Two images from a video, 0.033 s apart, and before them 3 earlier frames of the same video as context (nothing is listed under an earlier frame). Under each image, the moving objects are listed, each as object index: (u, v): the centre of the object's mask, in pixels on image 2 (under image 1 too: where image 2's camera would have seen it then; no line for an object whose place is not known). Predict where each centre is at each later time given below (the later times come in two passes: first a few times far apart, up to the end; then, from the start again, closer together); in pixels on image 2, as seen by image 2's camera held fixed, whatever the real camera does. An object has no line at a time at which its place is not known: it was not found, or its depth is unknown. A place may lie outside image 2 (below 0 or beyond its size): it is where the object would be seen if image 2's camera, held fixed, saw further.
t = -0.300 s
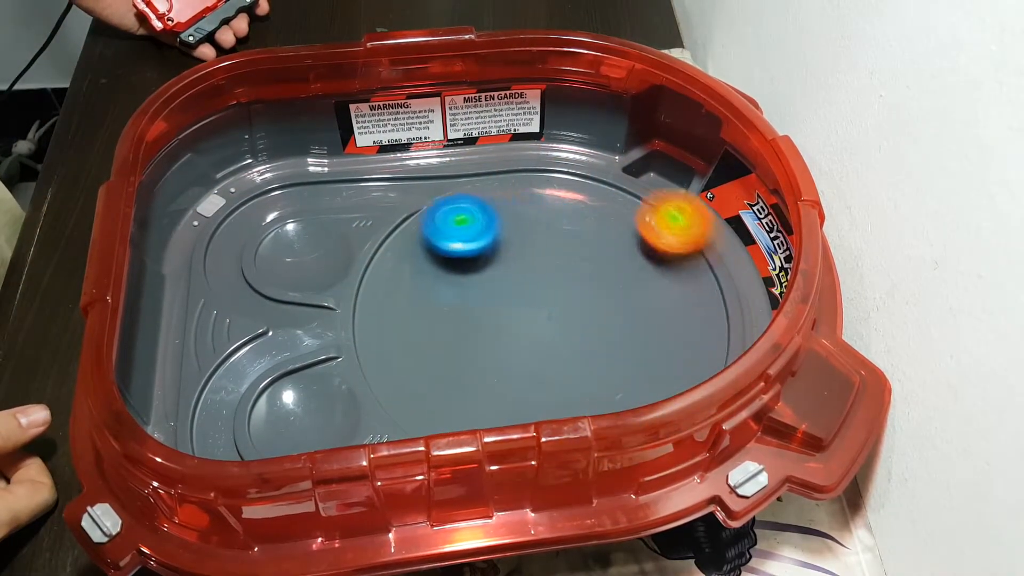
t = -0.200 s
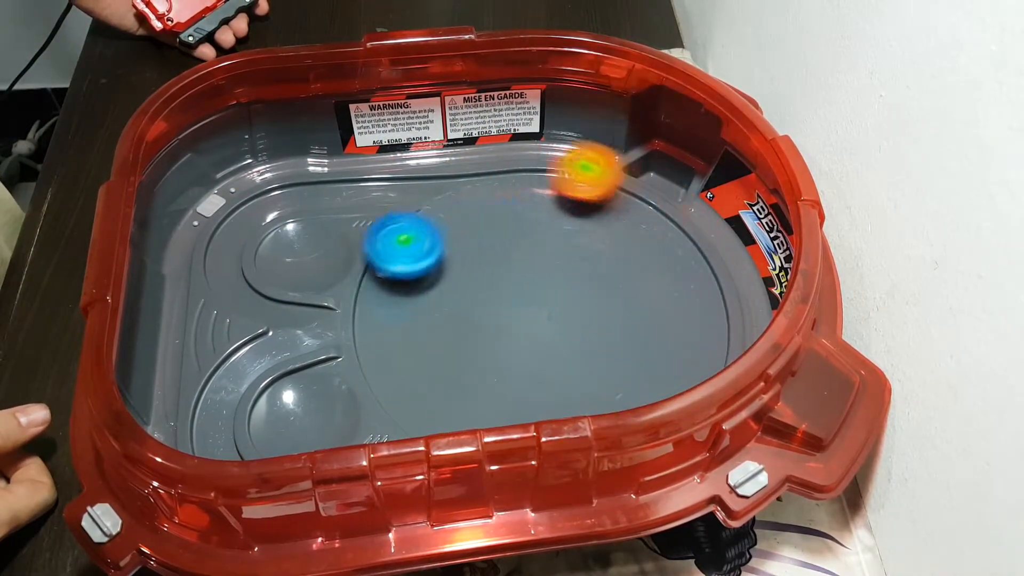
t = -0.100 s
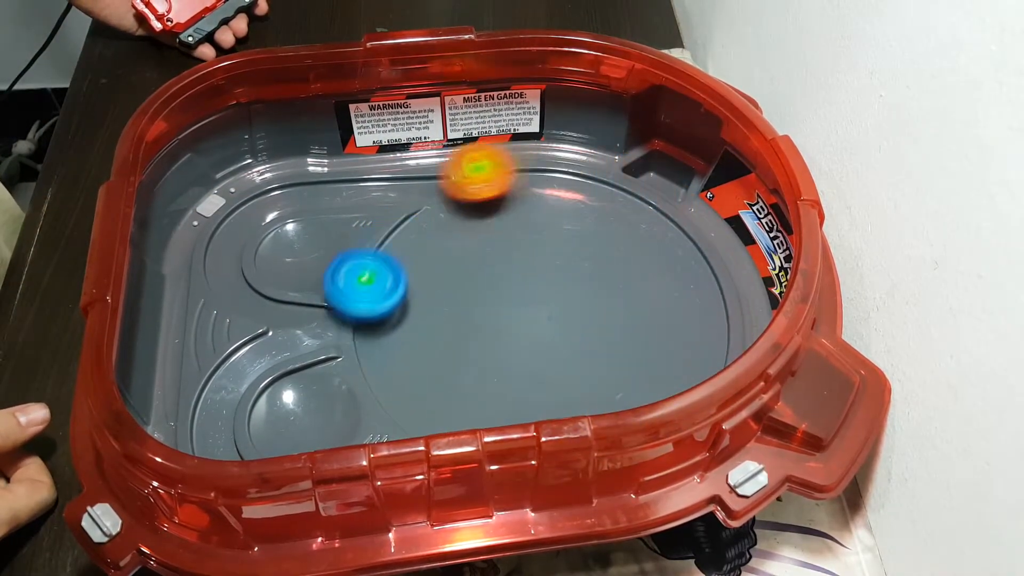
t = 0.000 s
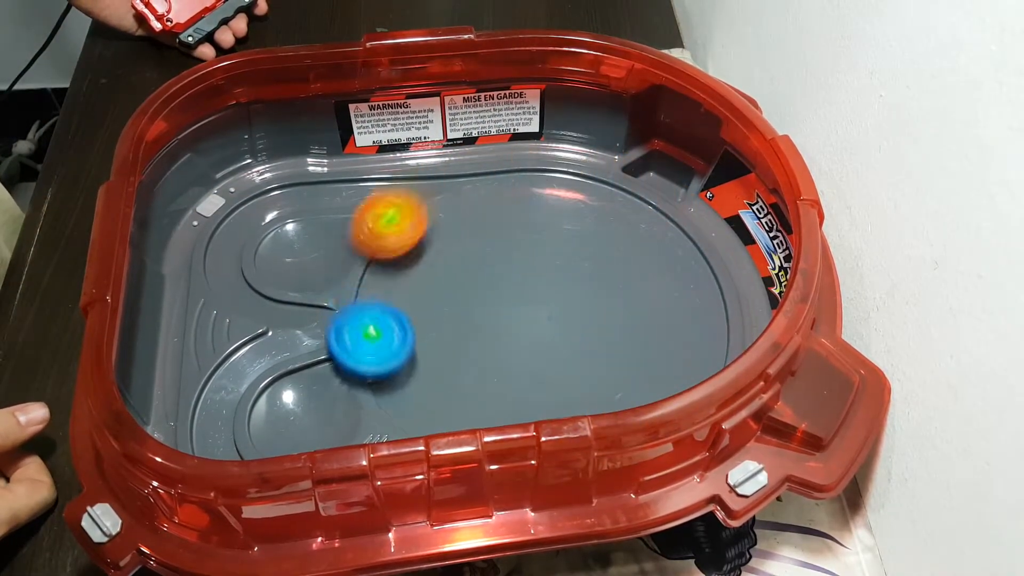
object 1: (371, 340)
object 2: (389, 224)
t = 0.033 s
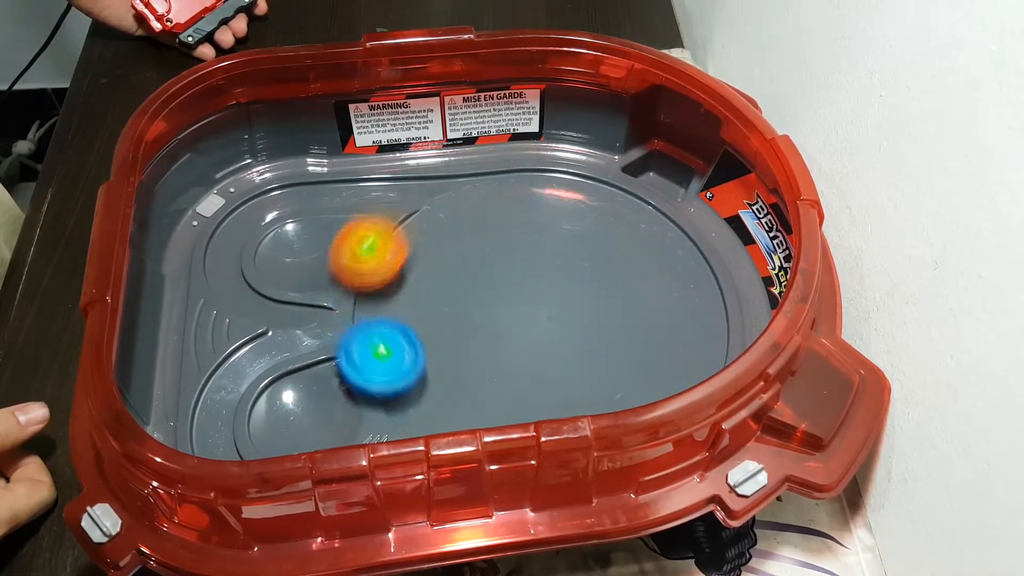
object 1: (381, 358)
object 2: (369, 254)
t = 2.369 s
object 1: (528, 363)
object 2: (590, 208)
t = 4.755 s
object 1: (525, 337)
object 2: (560, 234)
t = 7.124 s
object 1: (526, 336)
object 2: (580, 243)
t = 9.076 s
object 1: (470, 273)
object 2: (532, 395)
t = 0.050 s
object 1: (387, 366)
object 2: (363, 271)
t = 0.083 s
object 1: (403, 381)
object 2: (360, 309)
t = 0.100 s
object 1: (415, 391)
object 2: (361, 327)
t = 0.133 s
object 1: (439, 403)
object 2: (370, 355)
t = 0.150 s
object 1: (452, 407)
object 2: (380, 368)
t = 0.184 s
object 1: (482, 410)
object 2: (399, 386)
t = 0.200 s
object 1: (510, 414)
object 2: (402, 385)
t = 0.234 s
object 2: (412, 378)
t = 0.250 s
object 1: (603, 410)
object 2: (420, 373)
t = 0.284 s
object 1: (635, 399)
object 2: (439, 366)
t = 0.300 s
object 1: (655, 391)
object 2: (450, 363)
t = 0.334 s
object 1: (686, 372)
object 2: (472, 353)
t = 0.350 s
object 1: (695, 363)
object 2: (483, 348)
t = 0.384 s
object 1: (712, 342)
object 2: (503, 335)
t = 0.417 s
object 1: (721, 320)
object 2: (521, 318)
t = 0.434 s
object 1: (722, 308)
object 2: (529, 311)
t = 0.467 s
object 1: (716, 284)
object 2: (542, 292)
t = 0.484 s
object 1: (713, 274)
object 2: (547, 283)
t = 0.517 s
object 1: (704, 255)
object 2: (554, 265)
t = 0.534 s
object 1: (699, 246)
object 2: (557, 256)
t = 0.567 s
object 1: (687, 234)
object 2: (559, 239)
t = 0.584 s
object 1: (679, 229)
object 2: (558, 232)
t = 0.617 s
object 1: (663, 223)
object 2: (555, 214)
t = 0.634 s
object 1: (654, 221)
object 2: (551, 207)
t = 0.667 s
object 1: (637, 221)
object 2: (542, 189)
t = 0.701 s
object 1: (617, 223)
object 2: (530, 177)
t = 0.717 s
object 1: (608, 225)
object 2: (524, 171)
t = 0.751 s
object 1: (589, 231)
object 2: (509, 162)
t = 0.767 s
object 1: (580, 234)
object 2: (503, 162)
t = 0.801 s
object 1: (562, 243)
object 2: (487, 173)
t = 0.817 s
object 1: (553, 247)
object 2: (480, 178)
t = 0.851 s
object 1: (537, 259)
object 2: (465, 189)
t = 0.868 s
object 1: (529, 265)
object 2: (458, 195)
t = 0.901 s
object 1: (515, 277)
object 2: (444, 206)
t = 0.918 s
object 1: (509, 284)
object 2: (439, 212)
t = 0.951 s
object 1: (497, 298)
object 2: (432, 230)
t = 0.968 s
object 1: (492, 304)
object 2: (431, 240)
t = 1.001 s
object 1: (482, 319)
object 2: (433, 261)
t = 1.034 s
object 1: (481, 344)
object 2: (435, 272)
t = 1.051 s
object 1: (483, 357)
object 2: (436, 275)
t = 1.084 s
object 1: (486, 382)
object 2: (441, 281)
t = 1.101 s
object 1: (489, 392)
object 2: (446, 285)
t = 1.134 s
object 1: (494, 401)
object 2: (460, 292)
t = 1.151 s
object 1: (497, 406)
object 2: (468, 295)
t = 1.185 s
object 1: (505, 412)
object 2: (486, 298)
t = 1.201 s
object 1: (508, 413)
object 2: (495, 298)
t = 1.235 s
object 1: (516, 418)
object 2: (514, 296)
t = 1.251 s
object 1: (521, 420)
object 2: (523, 294)
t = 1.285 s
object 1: (531, 421)
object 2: (540, 287)
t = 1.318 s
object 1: (541, 416)
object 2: (555, 278)
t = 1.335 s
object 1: (544, 414)
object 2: (561, 272)
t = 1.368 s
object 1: (549, 408)
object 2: (571, 261)
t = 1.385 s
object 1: (552, 404)
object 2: (574, 254)
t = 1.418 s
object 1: (556, 399)
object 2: (578, 242)
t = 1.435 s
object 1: (557, 395)
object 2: (578, 236)
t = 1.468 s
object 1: (559, 389)
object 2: (576, 223)
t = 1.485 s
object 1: (559, 384)
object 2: (573, 217)
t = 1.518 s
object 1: (557, 374)
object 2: (564, 206)
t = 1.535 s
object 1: (554, 370)
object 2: (558, 200)
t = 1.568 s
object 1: (547, 361)
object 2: (543, 193)
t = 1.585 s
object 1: (542, 357)
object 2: (534, 191)
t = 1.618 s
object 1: (532, 351)
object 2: (516, 191)
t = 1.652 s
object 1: (519, 345)
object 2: (499, 197)
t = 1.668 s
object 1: (513, 343)
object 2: (491, 202)
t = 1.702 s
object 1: (498, 339)
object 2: (475, 216)
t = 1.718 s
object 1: (491, 338)
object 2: (469, 224)
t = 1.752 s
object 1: (477, 336)
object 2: (461, 244)
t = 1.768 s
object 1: (469, 335)
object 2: (459, 254)
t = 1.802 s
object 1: (454, 341)
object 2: (459, 270)
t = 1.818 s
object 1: (447, 348)
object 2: (461, 273)
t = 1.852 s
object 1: (436, 361)
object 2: (469, 281)
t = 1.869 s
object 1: (432, 366)
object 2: (474, 286)
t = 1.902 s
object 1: (427, 378)
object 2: (488, 296)
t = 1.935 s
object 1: (424, 388)
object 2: (506, 304)
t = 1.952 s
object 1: (423, 394)
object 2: (515, 307)
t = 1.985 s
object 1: (422, 402)
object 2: (536, 312)
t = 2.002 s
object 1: (423, 405)
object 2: (546, 313)
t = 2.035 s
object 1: (427, 409)
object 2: (567, 312)
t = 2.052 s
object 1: (429, 411)
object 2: (577, 311)
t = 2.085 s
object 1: (439, 414)
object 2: (595, 306)
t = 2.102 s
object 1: (443, 414)
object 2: (604, 302)
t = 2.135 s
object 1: (457, 414)
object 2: (619, 293)
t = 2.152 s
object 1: (465, 413)
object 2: (624, 288)
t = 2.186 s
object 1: (480, 410)
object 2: (634, 275)
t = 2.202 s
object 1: (486, 408)
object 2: (636, 267)
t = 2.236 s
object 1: (498, 402)
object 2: (637, 253)
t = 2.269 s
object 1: (511, 396)
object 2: (633, 239)
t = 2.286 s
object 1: (515, 393)
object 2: (629, 232)
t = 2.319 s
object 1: (523, 384)
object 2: (617, 219)
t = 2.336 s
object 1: (525, 379)
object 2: (609, 215)
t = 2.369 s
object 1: (528, 363)
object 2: (590, 208)
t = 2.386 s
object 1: (529, 354)
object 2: (579, 207)
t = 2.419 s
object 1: (529, 340)
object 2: (558, 208)
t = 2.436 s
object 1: (528, 332)
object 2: (547, 210)
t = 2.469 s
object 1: (526, 318)
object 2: (526, 218)
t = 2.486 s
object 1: (524, 310)
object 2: (516, 224)
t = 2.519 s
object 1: (521, 301)
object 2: (500, 232)
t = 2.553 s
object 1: (520, 317)
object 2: (483, 220)
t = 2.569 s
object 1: (520, 325)
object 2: (476, 215)
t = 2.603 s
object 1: (521, 338)
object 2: (460, 207)
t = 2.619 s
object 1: (523, 343)
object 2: (453, 205)
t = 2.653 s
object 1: (528, 351)
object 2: (439, 206)
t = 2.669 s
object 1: (532, 354)
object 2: (432, 208)
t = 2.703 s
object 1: (541, 359)
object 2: (419, 217)
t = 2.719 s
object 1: (545, 361)
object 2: (413, 224)
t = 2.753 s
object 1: (555, 363)
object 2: (403, 240)
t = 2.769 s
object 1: (560, 363)
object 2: (398, 249)
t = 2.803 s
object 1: (571, 361)
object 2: (394, 269)
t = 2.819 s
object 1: (574, 359)
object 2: (394, 280)
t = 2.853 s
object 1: (582, 353)
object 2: (397, 301)
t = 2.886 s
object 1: (586, 345)
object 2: (405, 321)
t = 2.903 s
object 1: (587, 341)
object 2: (411, 331)
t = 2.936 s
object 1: (587, 332)
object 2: (427, 350)
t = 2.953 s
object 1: (585, 328)
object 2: (436, 358)
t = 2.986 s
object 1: (581, 319)
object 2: (456, 372)
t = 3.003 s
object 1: (577, 316)
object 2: (468, 377)
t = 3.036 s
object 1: (569, 308)
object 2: (491, 386)
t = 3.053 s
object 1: (564, 305)
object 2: (504, 389)
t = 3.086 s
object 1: (554, 301)
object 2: (530, 391)
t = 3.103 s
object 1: (549, 299)
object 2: (542, 391)
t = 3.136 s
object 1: (539, 295)
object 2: (568, 388)
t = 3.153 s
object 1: (533, 294)
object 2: (580, 386)
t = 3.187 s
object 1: (522, 292)
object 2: (602, 380)
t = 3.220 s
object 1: (511, 292)
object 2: (624, 372)
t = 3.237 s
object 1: (505, 293)
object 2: (634, 366)
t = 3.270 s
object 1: (495, 293)
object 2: (650, 352)
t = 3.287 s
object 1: (489, 294)
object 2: (657, 344)
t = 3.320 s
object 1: (480, 296)
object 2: (667, 327)
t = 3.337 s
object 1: (474, 298)
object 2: (670, 318)
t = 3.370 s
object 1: (466, 303)
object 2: (674, 300)
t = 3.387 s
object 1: (462, 306)
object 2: (674, 291)
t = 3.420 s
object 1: (457, 312)
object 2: (670, 273)
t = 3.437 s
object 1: (454, 316)
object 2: (667, 265)
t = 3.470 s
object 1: (451, 323)
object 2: (657, 249)
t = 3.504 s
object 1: (450, 332)
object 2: (643, 234)
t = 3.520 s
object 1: (451, 336)
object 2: (636, 228)
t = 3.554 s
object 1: (455, 343)
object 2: (618, 218)
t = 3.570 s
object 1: (458, 347)
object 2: (609, 214)
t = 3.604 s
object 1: (466, 353)
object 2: (589, 209)
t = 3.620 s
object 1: (471, 355)
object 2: (576, 207)
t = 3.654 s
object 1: (481, 358)
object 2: (554, 206)
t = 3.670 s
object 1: (487, 359)
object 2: (542, 206)
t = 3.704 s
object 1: (498, 358)
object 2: (520, 210)
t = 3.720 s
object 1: (504, 358)
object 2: (510, 212)
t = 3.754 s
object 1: (515, 354)
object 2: (491, 220)
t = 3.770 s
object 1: (521, 351)
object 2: (481, 225)
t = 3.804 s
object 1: (529, 345)
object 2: (463, 237)
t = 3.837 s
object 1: (535, 338)
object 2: (447, 251)
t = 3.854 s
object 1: (538, 333)
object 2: (441, 257)
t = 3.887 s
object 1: (542, 325)
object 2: (430, 274)
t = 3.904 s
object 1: (544, 321)
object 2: (425, 283)
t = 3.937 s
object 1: (546, 312)
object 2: (419, 302)
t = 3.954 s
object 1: (547, 307)
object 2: (417, 311)
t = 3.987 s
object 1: (548, 298)
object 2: (416, 331)
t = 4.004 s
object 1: (548, 294)
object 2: (417, 340)
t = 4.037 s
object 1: (546, 285)
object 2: (422, 360)
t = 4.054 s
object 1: (544, 281)
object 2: (426, 368)
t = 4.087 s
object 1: (542, 272)
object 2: (437, 386)
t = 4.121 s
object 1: (537, 266)
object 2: (451, 399)
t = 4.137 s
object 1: (534, 262)
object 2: (458, 402)
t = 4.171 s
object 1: (527, 256)
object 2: (475, 408)
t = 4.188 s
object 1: (522, 254)
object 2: (486, 409)
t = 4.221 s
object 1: (514, 249)
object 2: (510, 412)
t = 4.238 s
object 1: (509, 248)
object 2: (523, 412)
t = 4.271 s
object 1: (500, 246)
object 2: (546, 411)
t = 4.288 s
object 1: (495, 247)
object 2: (560, 409)
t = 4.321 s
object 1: (486, 249)
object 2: (584, 404)
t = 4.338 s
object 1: (482, 251)
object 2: (594, 402)
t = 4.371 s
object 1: (474, 256)
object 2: (613, 395)
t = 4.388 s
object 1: (472, 259)
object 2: (620, 391)
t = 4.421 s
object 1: (467, 268)
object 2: (634, 381)
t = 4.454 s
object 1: (465, 276)
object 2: (644, 370)
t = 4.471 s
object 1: (465, 280)
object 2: (647, 363)
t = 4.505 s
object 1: (466, 290)
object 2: (650, 345)
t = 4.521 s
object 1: (467, 295)
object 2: (649, 335)
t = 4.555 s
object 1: (472, 304)
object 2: (644, 316)
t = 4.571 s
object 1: (475, 308)
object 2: (641, 308)
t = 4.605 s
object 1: (483, 316)
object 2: (631, 290)
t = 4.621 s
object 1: (486, 318)
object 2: (625, 281)
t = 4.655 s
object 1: (495, 325)
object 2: (611, 268)
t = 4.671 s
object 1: (500, 328)
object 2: (604, 260)
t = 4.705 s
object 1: (509, 332)
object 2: (587, 248)
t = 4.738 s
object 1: (520, 336)
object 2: (569, 238)
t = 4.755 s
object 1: (525, 337)
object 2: (560, 234)
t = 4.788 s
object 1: (535, 339)
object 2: (540, 227)
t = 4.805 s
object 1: (541, 340)
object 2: (530, 224)
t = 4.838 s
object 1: (551, 341)
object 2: (509, 220)
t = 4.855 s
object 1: (557, 341)
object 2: (499, 219)
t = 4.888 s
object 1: (567, 339)
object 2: (480, 219)
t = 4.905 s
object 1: (572, 338)
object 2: (468, 219)
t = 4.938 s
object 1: (582, 334)
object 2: (449, 223)
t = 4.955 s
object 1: (586, 332)
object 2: (439, 225)
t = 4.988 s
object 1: (593, 326)
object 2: (421, 232)
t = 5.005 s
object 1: (596, 324)
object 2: (412, 236)
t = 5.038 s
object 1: (601, 316)
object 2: (397, 246)
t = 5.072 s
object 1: (604, 308)
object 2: (383, 261)
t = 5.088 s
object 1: (603, 305)
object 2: (378, 268)
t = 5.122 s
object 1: (602, 297)
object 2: (373, 285)
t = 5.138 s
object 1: (601, 293)
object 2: (373, 294)
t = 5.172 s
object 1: (595, 285)
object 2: (376, 314)
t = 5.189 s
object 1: (593, 282)
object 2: (379, 322)
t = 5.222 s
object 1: (584, 277)
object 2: (388, 341)
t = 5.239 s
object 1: (579, 275)
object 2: (395, 348)
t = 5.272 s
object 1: (570, 272)
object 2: (411, 364)
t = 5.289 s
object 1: (564, 271)
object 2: (420, 371)
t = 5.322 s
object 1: (553, 271)
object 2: (441, 383)
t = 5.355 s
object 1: (543, 272)
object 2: (464, 391)
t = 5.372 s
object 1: (537, 272)
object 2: (475, 392)
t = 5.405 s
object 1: (528, 275)
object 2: (498, 394)
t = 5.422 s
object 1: (523, 276)
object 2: (510, 393)
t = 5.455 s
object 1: (513, 280)
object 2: (534, 391)
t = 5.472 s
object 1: (509, 282)
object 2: (546, 389)
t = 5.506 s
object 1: (500, 287)
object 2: (568, 383)
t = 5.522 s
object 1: (496, 290)
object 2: (578, 379)
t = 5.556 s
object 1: (489, 296)
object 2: (597, 368)
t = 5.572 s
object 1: (486, 299)
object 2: (606, 362)
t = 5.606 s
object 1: (480, 306)
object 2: (620, 348)
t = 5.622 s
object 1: (477, 310)
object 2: (626, 340)
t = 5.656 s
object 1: (473, 317)
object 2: (636, 324)
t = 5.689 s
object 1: (471, 325)
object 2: (642, 307)
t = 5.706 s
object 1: (470, 329)
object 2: (644, 299)
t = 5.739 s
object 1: (469, 337)
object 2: (645, 282)
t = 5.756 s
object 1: (470, 342)
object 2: (644, 273)
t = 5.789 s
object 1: (472, 349)
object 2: (640, 257)
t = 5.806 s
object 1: (474, 353)
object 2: (636, 249)
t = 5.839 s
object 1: (479, 360)
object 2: (627, 233)
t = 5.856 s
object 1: (483, 363)
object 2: (621, 227)
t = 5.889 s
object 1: (490, 368)
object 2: (608, 214)
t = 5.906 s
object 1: (495, 370)
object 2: (601, 210)
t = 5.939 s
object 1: (504, 372)
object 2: (583, 202)
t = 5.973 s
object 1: (515, 373)
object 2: (563, 196)
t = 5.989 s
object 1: (520, 372)
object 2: (554, 194)
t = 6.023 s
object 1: (529, 369)
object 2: (532, 193)
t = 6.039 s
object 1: (534, 367)
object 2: (523, 194)
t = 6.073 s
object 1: (542, 362)
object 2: (504, 198)
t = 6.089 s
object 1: (545, 358)
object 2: (495, 201)
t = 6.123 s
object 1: (551, 350)
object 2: (478, 210)
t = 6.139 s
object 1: (553, 346)
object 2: (470, 214)
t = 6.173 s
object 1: (555, 338)
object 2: (454, 227)
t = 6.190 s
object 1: (556, 333)
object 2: (448, 234)
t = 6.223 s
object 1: (556, 324)
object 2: (438, 249)
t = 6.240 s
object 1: (556, 320)
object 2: (433, 257)
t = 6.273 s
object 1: (554, 311)
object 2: (427, 274)
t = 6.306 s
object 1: (551, 302)
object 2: (424, 292)
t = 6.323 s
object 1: (550, 299)
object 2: (424, 300)
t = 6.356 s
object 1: (545, 290)
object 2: (425, 318)
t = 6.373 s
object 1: (543, 287)
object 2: (428, 328)
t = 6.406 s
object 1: (536, 280)
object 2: (434, 345)
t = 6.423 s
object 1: (534, 276)
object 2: (439, 354)
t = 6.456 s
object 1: (527, 270)
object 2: (450, 370)
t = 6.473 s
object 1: (523, 267)
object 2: (457, 378)
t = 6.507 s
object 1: (515, 263)
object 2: (473, 391)
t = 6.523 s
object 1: (510, 261)
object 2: (481, 395)
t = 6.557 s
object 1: (501, 258)
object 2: (498, 400)
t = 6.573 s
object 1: (497, 257)
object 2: (508, 402)
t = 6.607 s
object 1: (487, 257)
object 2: (530, 403)
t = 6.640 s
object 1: (478, 259)
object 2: (552, 403)
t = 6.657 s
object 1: (474, 260)
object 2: (564, 402)
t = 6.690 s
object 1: (467, 264)
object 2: (587, 399)
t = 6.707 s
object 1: (464, 267)
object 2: (598, 396)
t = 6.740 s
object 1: (458, 272)
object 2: (618, 390)
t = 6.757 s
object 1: (456, 276)
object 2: (627, 386)
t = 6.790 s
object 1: (455, 285)
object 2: (642, 378)
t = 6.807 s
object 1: (455, 289)
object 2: (648, 372)
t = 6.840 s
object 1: (456, 297)
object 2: (657, 360)
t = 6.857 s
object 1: (458, 300)
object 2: (660, 352)
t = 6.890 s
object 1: (464, 308)
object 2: (661, 335)
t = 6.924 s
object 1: (471, 315)
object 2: (659, 317)
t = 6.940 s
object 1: (474, 318)
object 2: (656, 309)
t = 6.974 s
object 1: (482, 324)
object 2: (647, 293)
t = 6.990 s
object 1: (487, 326)
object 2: (642, 286)
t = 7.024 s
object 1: (496, 330)
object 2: (629, 271)
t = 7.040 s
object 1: (502, 332)
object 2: (622, 265)
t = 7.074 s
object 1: (512, 334)
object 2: (606, 255)
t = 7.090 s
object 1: (516, 334)
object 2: (597, 250)
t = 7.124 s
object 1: (526, 336)
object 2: (580, 243)
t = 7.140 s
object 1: (532, 336)
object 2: (570, 239)
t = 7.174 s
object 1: (541, 335)
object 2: (551, 234)
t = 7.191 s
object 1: (546, 335)
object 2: (541, 232)
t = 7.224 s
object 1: (555, 333)
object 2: (522, 230)
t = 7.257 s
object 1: (564, 330)
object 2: (502, 230)
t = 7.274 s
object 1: (568, 328)
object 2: (492, 231)
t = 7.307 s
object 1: (576, 324)
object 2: (473, 233)
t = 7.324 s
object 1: (579, 322)
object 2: (464, 235)
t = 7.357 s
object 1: (585, 316)
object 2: (446, 240)
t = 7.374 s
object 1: (587, 313)
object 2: (437, 244)
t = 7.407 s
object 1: (591, 306)
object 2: (422, 252)
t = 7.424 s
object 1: (592, 303)
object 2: (415, 257)
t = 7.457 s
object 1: (593, 296)
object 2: (402, 269)
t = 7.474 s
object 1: (592, 293)
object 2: (397, 276)
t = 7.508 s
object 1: (589, 285)
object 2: (388, 290)
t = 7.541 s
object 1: (584, 279)
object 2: (382, 306)
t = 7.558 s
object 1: (581, 276)
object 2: (381, 314)
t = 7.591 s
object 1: (574, 272)
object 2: (382, 331)
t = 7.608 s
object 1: (569, 271)
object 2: (384, 339)
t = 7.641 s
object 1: (561, 268)
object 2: (392, 356)
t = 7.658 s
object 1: (557, 268)
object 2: (397, 364)
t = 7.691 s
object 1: (547, 268)
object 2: (410, 377)
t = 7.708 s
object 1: (542, 268)
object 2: (419, 383)
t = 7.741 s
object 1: (532, 270)
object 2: (438, 393)
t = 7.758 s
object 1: (528, 272)
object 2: (448, 396)
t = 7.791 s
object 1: (519, 275)
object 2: (469, 400)
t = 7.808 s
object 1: (515, 277)
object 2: (480, 400)
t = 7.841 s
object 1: (508, 282)
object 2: (502, 399)
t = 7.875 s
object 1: (501, 287)
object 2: (525, 396)
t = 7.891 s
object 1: (498, 290)
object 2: (536, 394)
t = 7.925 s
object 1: (492, 296)
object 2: (556, 389)
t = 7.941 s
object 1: (490, 300)
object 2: (565, 385)
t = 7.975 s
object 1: (485, 307)
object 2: (582, 376)
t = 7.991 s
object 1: (484, 310)
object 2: (589, 370)
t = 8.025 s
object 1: (482, 318)
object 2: (602, 357)
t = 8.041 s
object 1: (480, 321)
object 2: (607, 350)
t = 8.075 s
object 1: (480, 329)
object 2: (616, 334)
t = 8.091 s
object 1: (480, 333)
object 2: (619, 327)
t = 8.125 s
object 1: (482, 340)
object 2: (623, 311)
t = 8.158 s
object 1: (484, 347)
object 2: (625, 295)
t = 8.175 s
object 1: (486, 350)
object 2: (624, 287)
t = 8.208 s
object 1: (491, 356)
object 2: (622, 272)
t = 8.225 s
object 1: (494, 359)
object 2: (620, 264)
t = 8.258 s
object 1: (502, 363)
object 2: (613, 249)
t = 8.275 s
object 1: (506, 365)
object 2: (610, 242)
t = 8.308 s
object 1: (514, 367)
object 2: (600, 230)
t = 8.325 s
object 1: (519, 367)
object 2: (594, 224)
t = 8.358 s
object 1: (527, 366)
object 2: (581, 214)
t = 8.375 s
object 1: (533, 365)
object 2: (574, 210)
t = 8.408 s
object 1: (540, 361)
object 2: (558, 202)
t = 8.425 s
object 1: (544, 358)
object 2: (549, 200)
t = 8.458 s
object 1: (550, 352)
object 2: (531, 197)
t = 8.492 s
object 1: (554, 346)
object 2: (513, 196)
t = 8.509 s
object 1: (555, 342)
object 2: (505, 197)
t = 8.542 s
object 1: (557, 334)
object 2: (488, 201)
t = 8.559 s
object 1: (557, 330)
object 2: (480, 205)
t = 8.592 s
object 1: (556, 322)
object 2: (464, 212)
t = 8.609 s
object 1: (556, 318)
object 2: (457, 217)
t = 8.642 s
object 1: (553, 310)
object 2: (445, 229)
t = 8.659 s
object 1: (552, 306)
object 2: (439, 235)
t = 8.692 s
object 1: (548, 300)
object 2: (431, 249)
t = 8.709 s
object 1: (545, 296)
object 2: (428, 257)
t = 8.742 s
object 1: (541, 289)
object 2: (425, 274)
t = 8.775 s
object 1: (535, 284)
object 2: (424, 290)
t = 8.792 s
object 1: (532, 281)
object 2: (425, 298)
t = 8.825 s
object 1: (525, 276)
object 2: (428, 315)
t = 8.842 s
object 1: (522, 274)
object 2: (431, 323)
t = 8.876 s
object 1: (515, 270)
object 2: (439, 338)
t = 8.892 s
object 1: (511, 269)
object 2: (444, 345)
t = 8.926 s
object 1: (503, 267)
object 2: (456, 360)
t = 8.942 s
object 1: (500, 266)
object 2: (462, 367)
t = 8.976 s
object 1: (491, 266)
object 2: (478, 378)
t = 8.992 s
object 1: (487, 266)
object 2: (486, 383)
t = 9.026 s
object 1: (480, 267)
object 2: (504, 390)
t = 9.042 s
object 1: (476, 268)
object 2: (513, 393)
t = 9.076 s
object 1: (470, 273)
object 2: (532, 395)
